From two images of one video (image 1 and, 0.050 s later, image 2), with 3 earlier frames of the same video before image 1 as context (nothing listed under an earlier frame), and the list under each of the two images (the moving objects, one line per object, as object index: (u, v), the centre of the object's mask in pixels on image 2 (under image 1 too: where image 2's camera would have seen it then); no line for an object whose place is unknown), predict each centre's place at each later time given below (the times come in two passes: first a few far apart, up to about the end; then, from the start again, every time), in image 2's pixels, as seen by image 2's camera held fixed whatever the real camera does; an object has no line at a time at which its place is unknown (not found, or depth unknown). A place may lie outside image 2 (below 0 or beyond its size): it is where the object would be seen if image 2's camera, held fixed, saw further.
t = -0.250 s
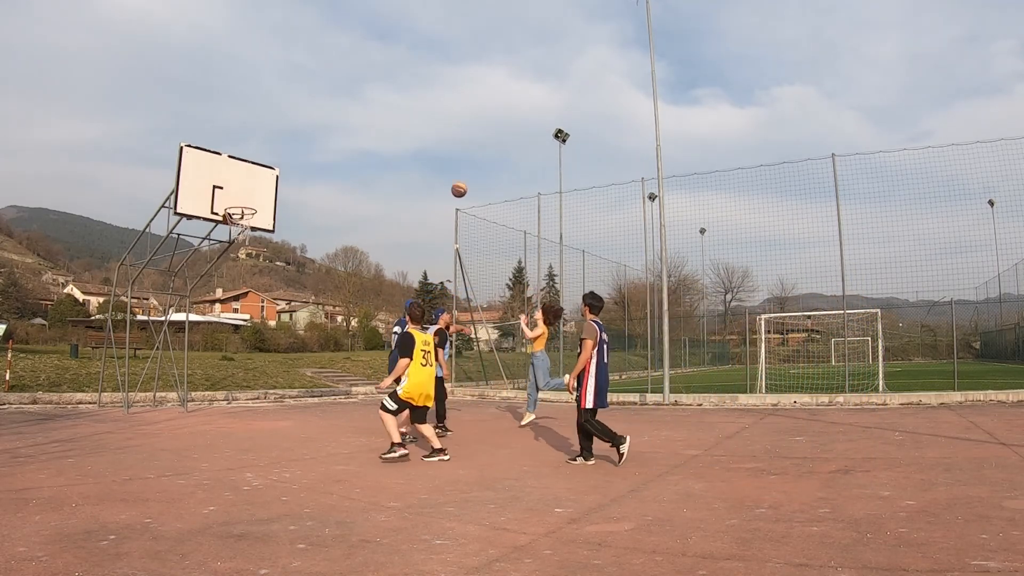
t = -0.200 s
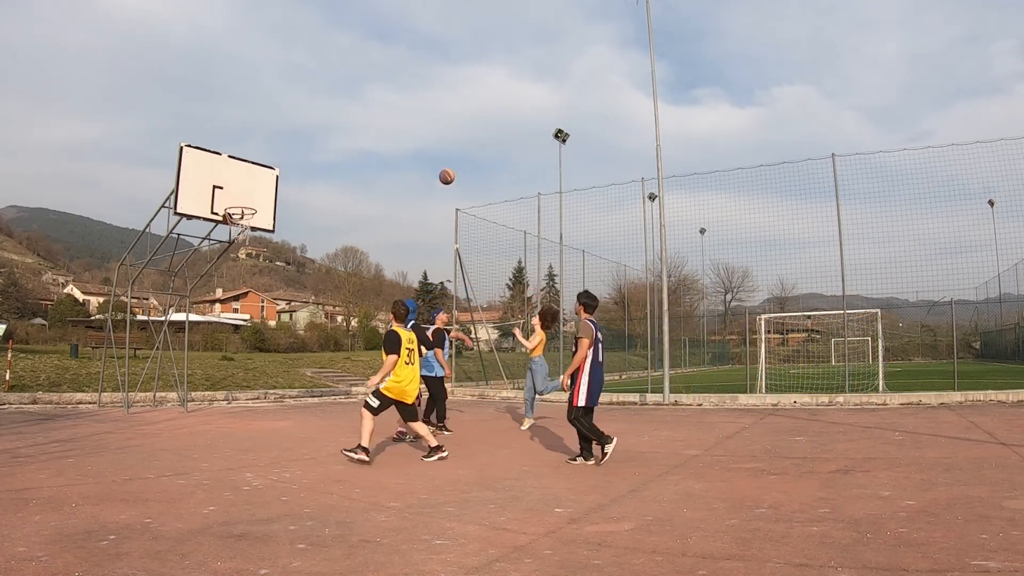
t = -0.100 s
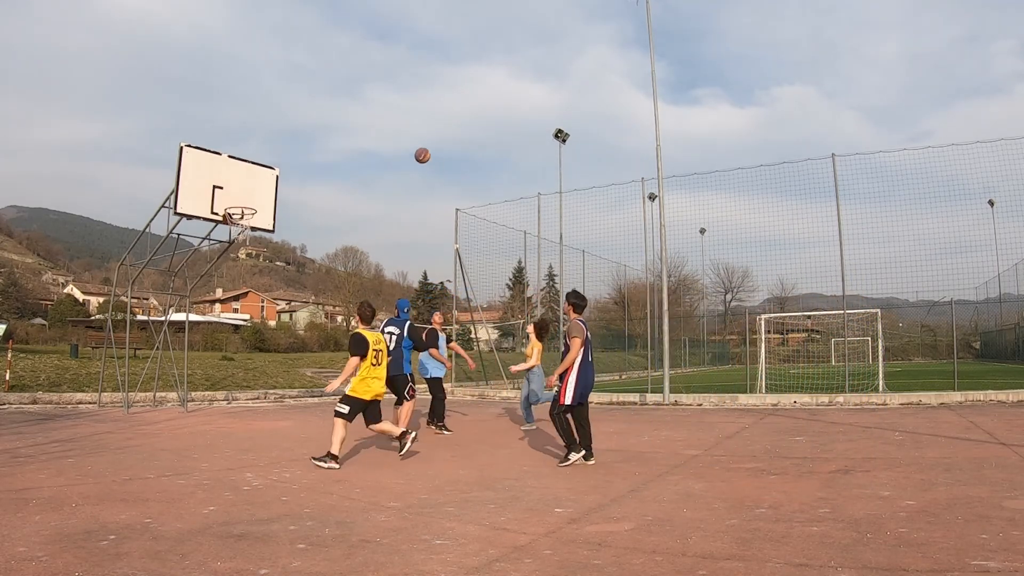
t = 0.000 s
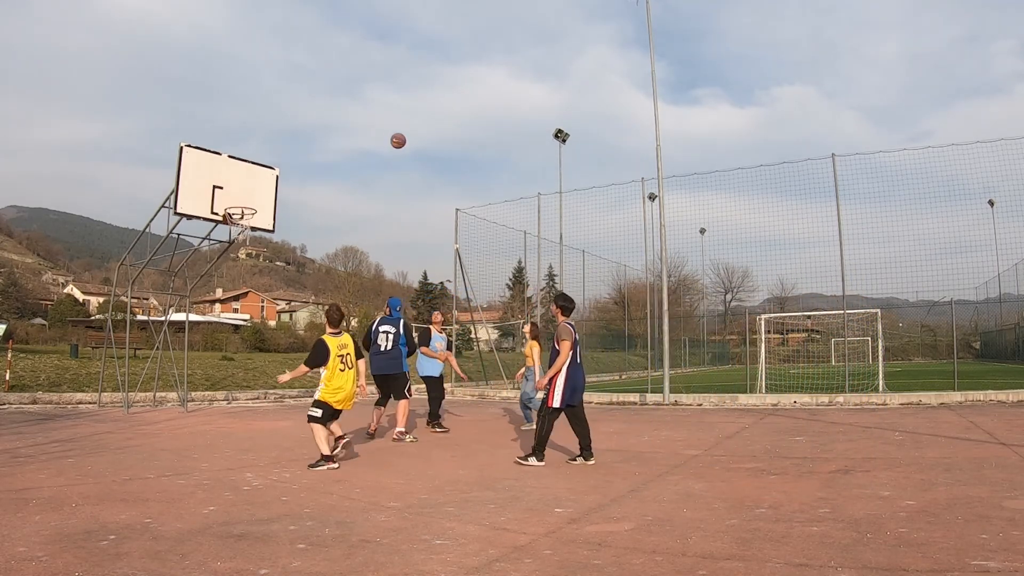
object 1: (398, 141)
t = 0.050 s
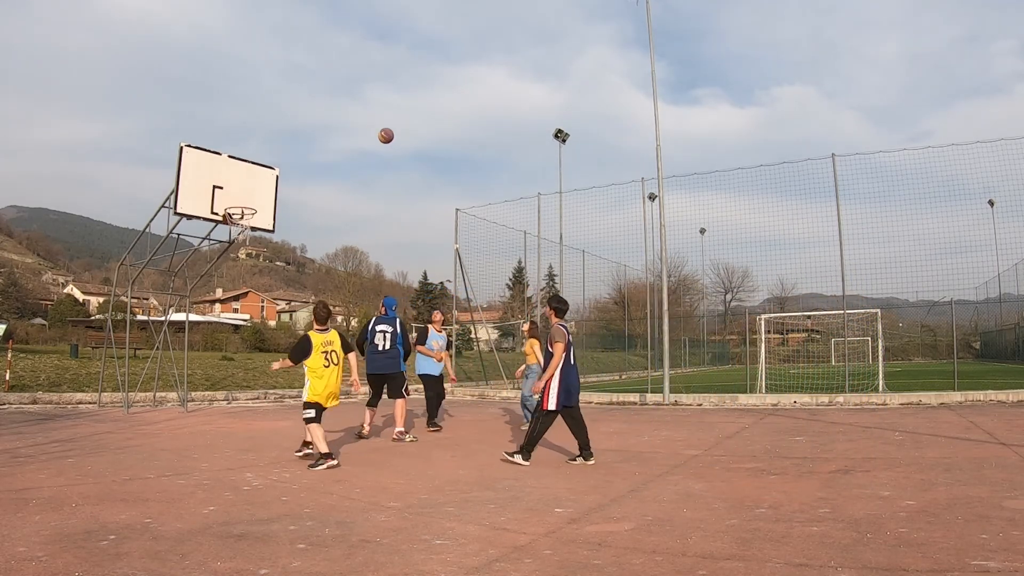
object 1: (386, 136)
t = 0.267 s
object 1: (332, 132)
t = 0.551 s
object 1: (258, 172)
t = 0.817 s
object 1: (236, 183)
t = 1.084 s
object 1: (249, 182)
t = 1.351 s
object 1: (256, 197)
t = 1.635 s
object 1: (254, 204)
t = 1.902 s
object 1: (261, 205)
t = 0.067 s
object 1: (382, 134)
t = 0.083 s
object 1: (378, 133)
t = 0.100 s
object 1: (373, 132)
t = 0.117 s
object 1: (369, 131)
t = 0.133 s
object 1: (365, 131)
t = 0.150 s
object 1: (361, 131)
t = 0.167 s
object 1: (357, 130)
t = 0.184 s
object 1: (353, 130)
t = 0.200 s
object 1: (349, 130)
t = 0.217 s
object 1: (344, 130)
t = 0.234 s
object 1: (340, 131)
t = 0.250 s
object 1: (336, 131)
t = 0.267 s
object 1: (332, 132)
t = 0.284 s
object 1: (328, 132)
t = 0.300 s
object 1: (323, 133)
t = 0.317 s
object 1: (319, 135)
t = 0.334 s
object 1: (315, 136)
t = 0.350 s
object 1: (311, 138)
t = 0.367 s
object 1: (306, 140)
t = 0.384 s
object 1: (302, 142)
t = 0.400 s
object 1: (298, 144)
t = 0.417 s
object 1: (293, 146)
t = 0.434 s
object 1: (289, 149)
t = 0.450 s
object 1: (285, 151)
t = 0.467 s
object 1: (280, 154)
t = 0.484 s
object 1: (276, 157)
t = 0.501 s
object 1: (271, 161)
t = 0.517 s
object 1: (267, 164)
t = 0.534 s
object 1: (263, 168)
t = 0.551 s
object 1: (258, 172)
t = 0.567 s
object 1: (254, 176)
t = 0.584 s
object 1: (249, 180)
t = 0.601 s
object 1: (245, 185)
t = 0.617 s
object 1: (240, 189)
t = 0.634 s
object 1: (236, 194)
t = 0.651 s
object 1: (231, 199)
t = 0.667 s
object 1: (227, 204)
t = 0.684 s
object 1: (228, 202)
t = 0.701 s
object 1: (229, 199)
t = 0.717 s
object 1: (230, 196)
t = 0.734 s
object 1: (231, 194)
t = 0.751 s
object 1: (232, 191)
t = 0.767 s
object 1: (233, 189)
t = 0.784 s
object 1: (234, 187)
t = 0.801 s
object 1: (235, 185)
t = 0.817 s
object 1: (236, 183)
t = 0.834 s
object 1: (237, 182)
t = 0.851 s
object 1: (238, 181)
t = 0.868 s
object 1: (239, 180)
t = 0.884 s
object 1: (240, 179)
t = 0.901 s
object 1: (241, 178)
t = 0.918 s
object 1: (242, 178)
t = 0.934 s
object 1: (243, 177)
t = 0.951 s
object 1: (243, 177)
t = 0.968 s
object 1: (244, 177)
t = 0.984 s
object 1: (245, 177)
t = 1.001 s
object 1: (246, 177)
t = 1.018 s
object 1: (246, 178)
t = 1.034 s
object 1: (247, 179)
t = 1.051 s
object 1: (248, 179)
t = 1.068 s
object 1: (248, 181)
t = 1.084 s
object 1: (249, 182)
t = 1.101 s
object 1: (250, 183)
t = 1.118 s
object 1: (251, 185)
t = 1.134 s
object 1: (251, 186)
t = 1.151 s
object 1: (252, 188)
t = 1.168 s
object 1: (252, 190)
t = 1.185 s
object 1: (253, 193)
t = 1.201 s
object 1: (254, 195)
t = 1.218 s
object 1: (254, 198)
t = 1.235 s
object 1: (255, 201)
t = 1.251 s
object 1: (255, 203)
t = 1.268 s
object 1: (255, 204)
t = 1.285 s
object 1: (255, 203)
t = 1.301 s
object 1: (256, 201)
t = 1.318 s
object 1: (256, 199)
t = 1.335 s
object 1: (256, 198)
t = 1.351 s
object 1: (256, 197)
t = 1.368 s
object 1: (256, 196)
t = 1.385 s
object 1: (256, 195)
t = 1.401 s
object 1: (256, 195)
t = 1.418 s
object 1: (256, 194)
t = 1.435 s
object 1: (256, 194)
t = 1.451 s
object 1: (256, 194)
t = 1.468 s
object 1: (256, 194)
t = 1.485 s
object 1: (256, 194)
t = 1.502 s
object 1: (255, 194)
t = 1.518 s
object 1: (255, 195)
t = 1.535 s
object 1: (255, 196)
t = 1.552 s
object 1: (255, 197)
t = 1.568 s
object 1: (255, 198)
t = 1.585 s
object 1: (255, 199)
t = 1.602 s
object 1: (255, 201)
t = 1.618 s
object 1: (255, 202)
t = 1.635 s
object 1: (254, 204)
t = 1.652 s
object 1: (254, 206)
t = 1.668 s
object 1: (254, 206)
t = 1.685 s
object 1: (255, 205)
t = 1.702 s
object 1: (255, 204)
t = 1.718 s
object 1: (256, 203)
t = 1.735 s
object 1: (256, 202)
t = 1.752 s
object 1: (257, 202)
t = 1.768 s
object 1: (257, 201)
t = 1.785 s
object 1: (258, 201)
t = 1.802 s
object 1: (258, 201)
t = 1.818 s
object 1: (259, 201)
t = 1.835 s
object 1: (259, 202)
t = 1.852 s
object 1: (259, 202)
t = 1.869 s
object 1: (260, 203)
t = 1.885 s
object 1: (260, 204)
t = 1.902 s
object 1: (261, 205)
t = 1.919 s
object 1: (261, 206)
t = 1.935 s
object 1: (262, 207)
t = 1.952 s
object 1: (262, 209)
